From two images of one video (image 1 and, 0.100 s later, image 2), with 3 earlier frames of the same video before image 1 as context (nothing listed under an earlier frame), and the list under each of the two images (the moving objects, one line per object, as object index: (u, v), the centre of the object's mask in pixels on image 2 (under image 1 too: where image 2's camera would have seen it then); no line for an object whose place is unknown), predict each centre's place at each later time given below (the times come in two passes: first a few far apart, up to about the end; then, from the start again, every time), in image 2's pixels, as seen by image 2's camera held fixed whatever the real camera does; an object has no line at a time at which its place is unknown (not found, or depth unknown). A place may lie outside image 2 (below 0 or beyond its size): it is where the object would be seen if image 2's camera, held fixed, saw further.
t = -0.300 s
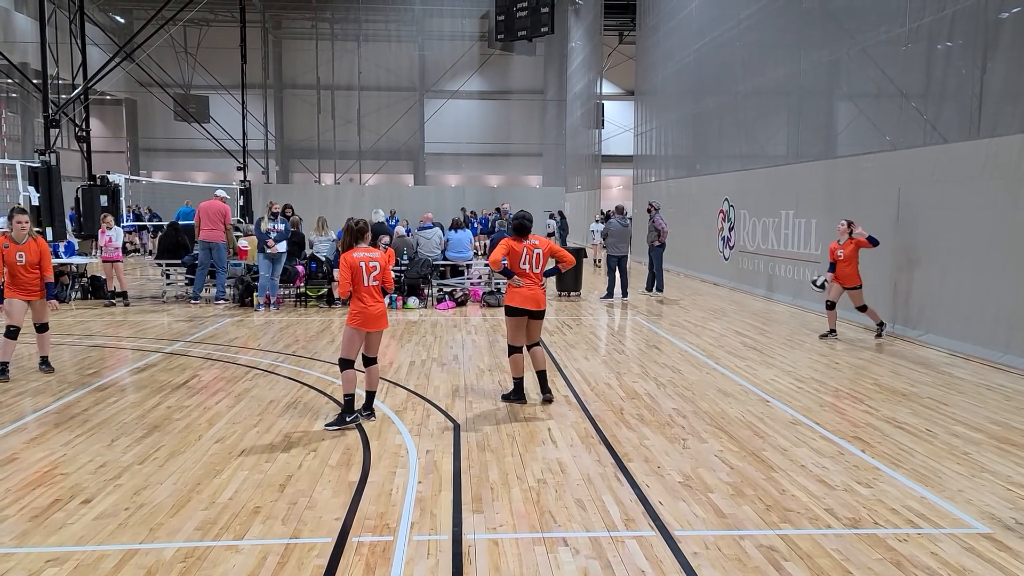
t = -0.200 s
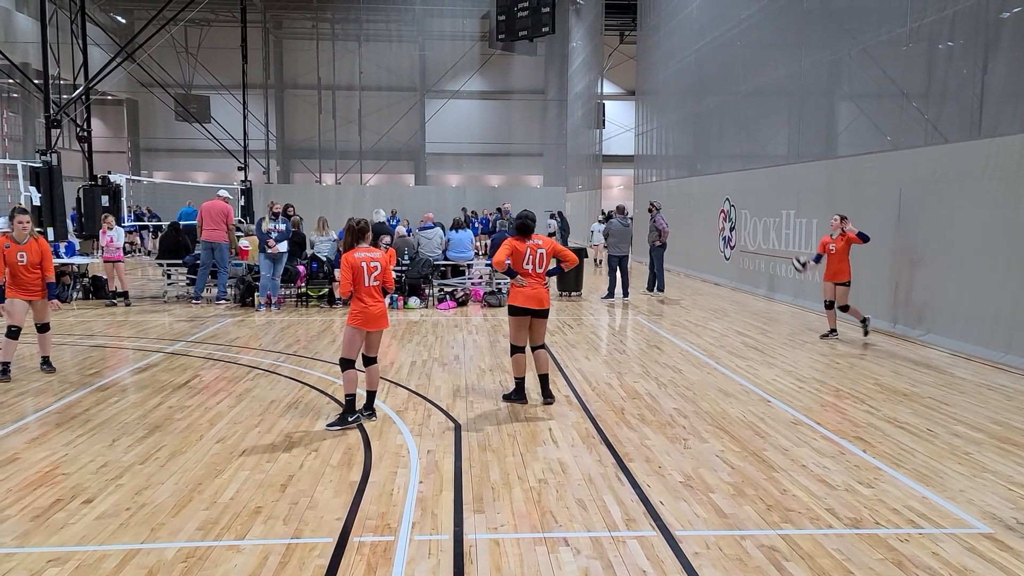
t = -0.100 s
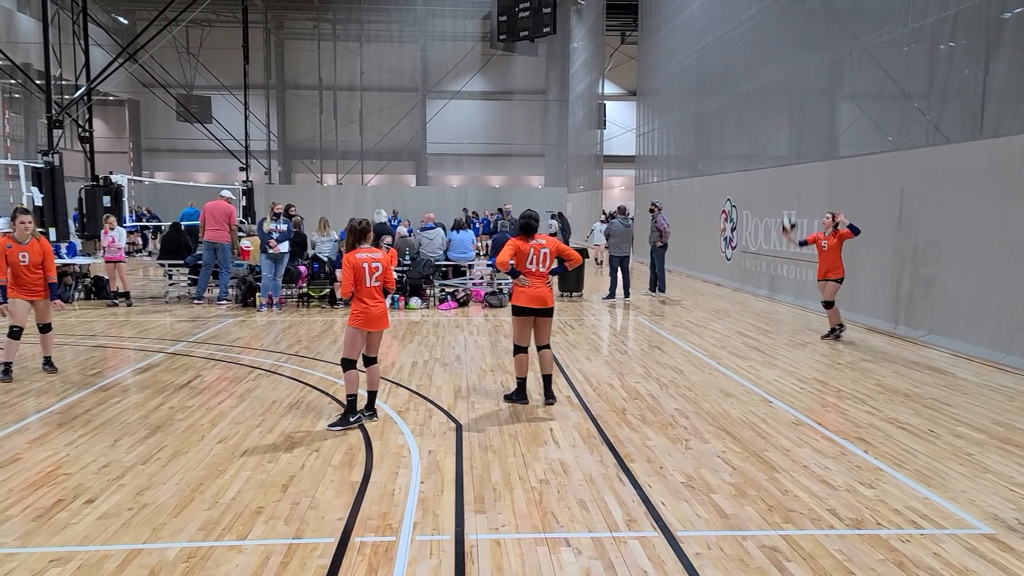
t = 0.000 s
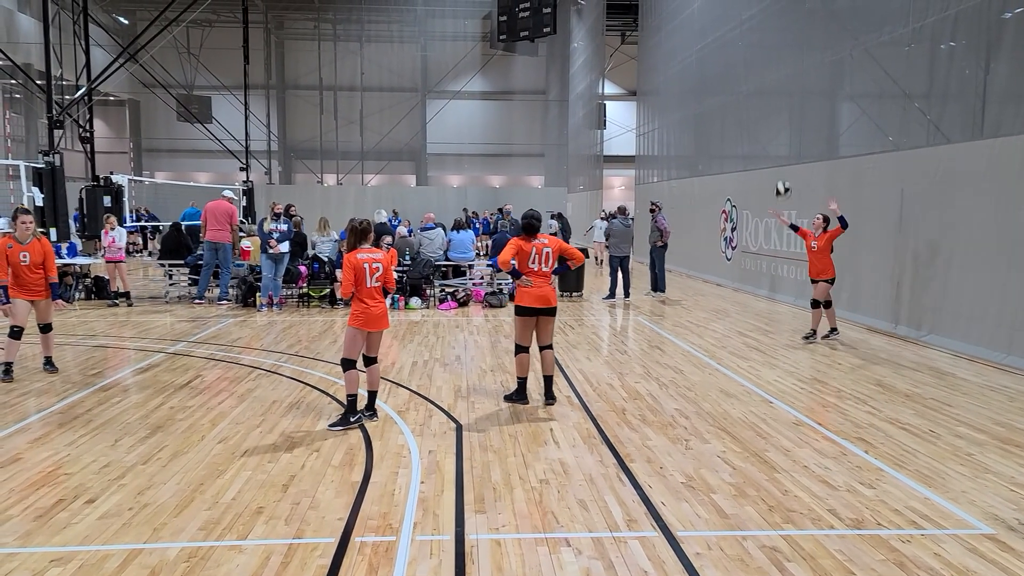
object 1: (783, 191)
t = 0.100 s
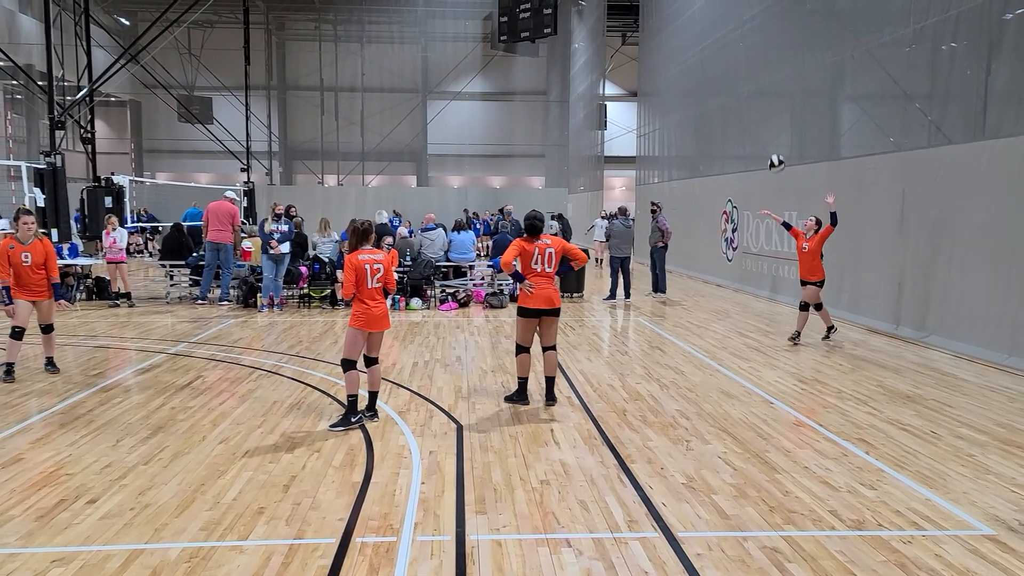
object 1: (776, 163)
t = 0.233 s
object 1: (766, 138)
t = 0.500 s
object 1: (744, 132)
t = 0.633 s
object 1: (733, 149)
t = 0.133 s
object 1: (774, 156)
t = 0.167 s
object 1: (771, 149)
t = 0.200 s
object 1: (768, 143)
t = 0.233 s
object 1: (766, 138)
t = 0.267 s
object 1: (763, 135)
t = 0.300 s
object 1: (760, 131)
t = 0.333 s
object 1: (758, 129)
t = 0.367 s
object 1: (755, 128)
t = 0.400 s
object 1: (752, 128)
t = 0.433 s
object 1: (749, 128)
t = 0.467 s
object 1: (747, 130)
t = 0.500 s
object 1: (744, 132)
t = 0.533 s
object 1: (741, 135)
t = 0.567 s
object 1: (738, 139)
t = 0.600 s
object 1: (736, 144)
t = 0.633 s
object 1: (733, 149)
